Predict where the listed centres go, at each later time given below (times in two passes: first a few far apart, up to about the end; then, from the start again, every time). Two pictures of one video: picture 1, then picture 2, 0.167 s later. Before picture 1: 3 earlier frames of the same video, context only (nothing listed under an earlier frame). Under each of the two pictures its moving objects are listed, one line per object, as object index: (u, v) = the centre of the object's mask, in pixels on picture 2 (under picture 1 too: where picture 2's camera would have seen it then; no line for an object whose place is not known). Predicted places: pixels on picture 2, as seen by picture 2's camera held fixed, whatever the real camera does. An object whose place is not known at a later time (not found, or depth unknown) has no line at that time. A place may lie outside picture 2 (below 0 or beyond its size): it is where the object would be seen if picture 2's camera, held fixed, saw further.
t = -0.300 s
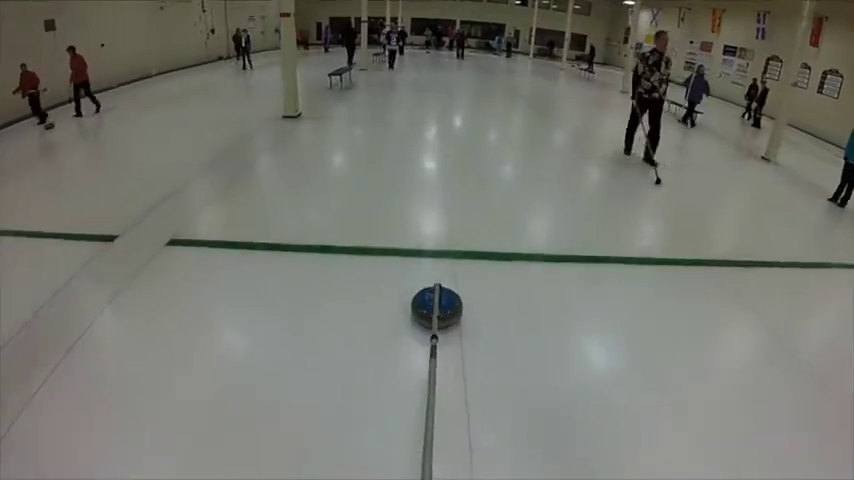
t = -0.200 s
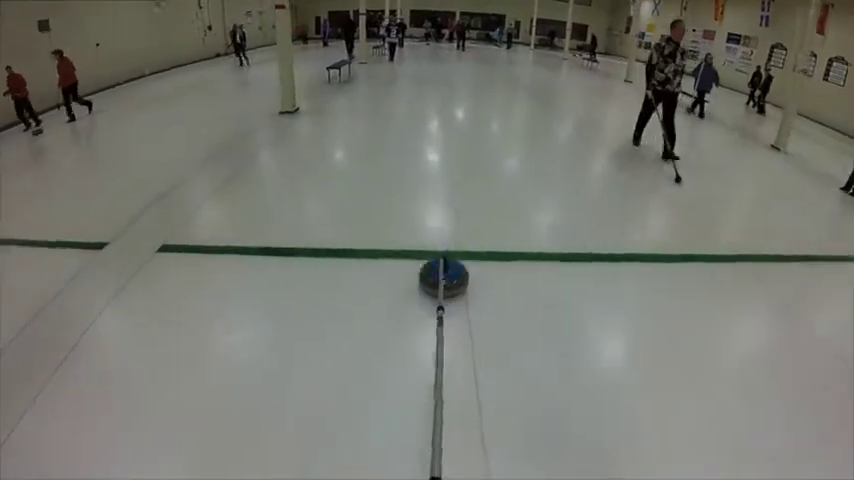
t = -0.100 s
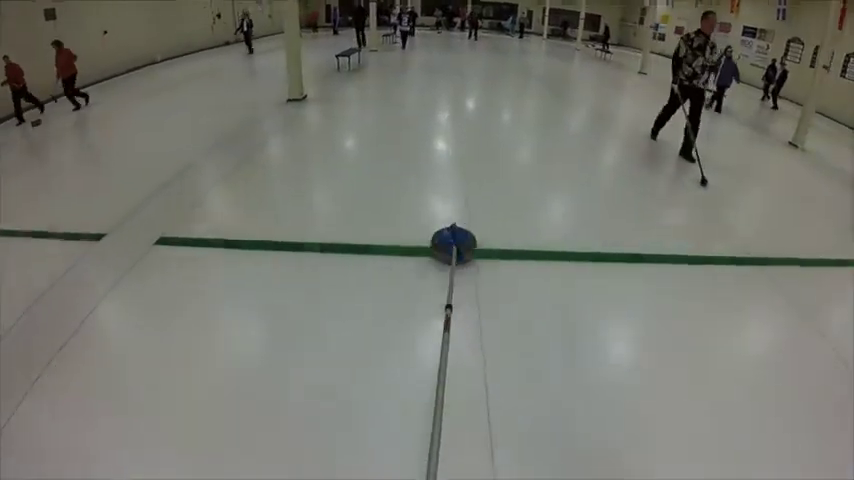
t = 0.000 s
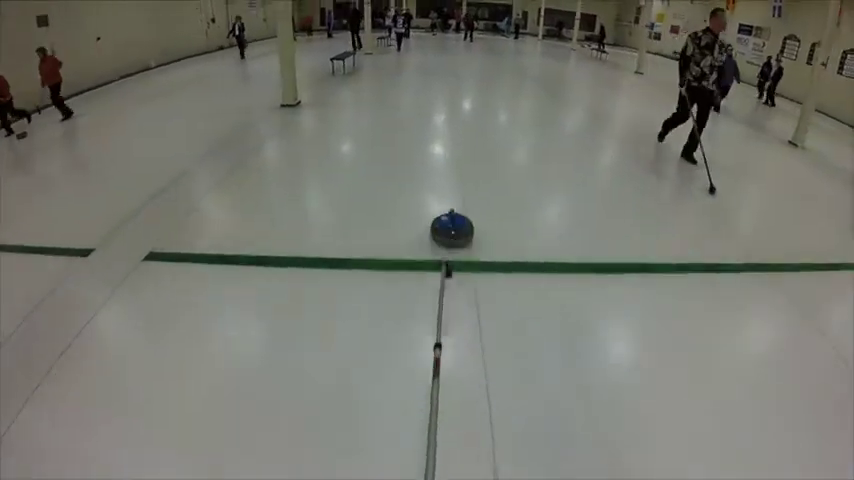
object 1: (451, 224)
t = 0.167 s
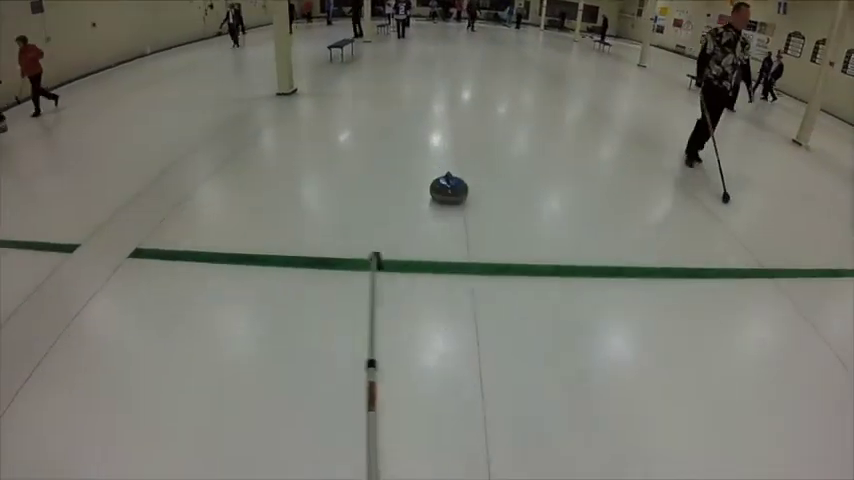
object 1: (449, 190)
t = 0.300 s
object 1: (444, 172)
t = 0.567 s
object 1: (442, 138)
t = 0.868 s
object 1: (443, 113)
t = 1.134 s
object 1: (442, 98)
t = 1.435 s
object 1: (442, 90)
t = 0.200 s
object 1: (447, 185)
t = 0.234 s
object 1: (446, 181)
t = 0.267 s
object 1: (444, 176)
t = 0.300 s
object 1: (444, 172)
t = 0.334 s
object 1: (443, 167)
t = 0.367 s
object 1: (442, 163)
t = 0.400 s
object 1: (442, 158)
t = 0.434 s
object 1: (442, 154)
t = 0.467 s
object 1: (442, 150)
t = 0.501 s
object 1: (442, 146)
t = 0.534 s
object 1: (442, 142)
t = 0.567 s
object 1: (442, 138)
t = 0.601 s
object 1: (442, 135)
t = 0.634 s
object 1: (442, 131)
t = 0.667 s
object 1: (442, 128)
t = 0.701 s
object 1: (442, 126)
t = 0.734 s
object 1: (442, 123)
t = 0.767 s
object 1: (442, 121)
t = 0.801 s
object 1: (443, 118)
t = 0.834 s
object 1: (442, 116)
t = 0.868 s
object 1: (443, 113)
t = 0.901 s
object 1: (443, 111)
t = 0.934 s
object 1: (443, 109)
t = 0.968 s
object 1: (443, 107)
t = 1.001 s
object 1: (442, 105)
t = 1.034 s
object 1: (442, 103)
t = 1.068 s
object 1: (442, 102)
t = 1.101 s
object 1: (442, 100)
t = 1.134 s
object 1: (442, 98)
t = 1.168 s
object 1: (442, 97)
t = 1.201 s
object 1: (442, 95)
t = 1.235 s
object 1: (443, 94)
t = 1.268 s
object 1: (443, 93)
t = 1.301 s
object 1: (443, 93)
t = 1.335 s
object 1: (443, 92)
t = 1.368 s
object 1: (442, 91)
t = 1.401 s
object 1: (442, 90)
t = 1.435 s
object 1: (442, 90)
